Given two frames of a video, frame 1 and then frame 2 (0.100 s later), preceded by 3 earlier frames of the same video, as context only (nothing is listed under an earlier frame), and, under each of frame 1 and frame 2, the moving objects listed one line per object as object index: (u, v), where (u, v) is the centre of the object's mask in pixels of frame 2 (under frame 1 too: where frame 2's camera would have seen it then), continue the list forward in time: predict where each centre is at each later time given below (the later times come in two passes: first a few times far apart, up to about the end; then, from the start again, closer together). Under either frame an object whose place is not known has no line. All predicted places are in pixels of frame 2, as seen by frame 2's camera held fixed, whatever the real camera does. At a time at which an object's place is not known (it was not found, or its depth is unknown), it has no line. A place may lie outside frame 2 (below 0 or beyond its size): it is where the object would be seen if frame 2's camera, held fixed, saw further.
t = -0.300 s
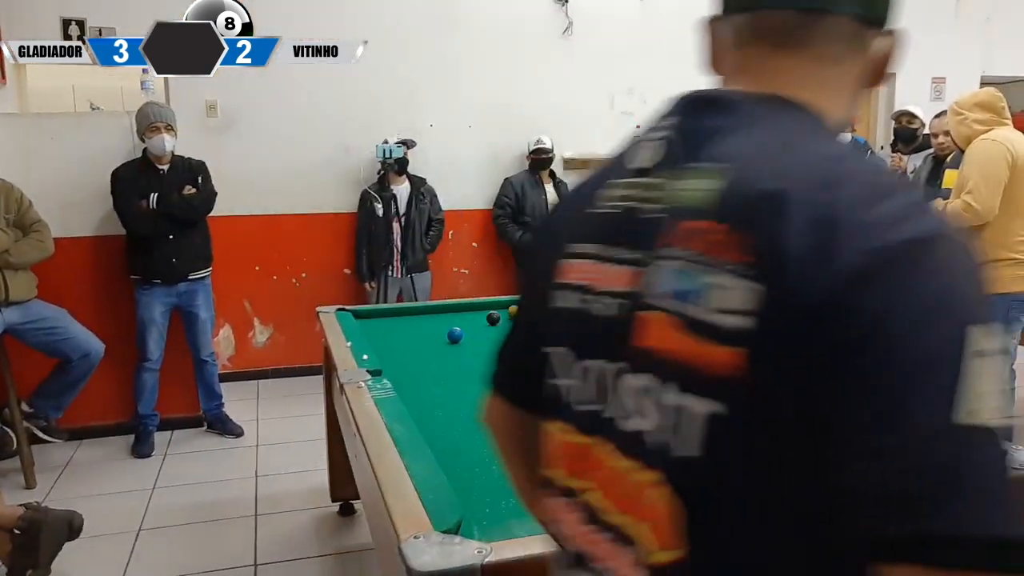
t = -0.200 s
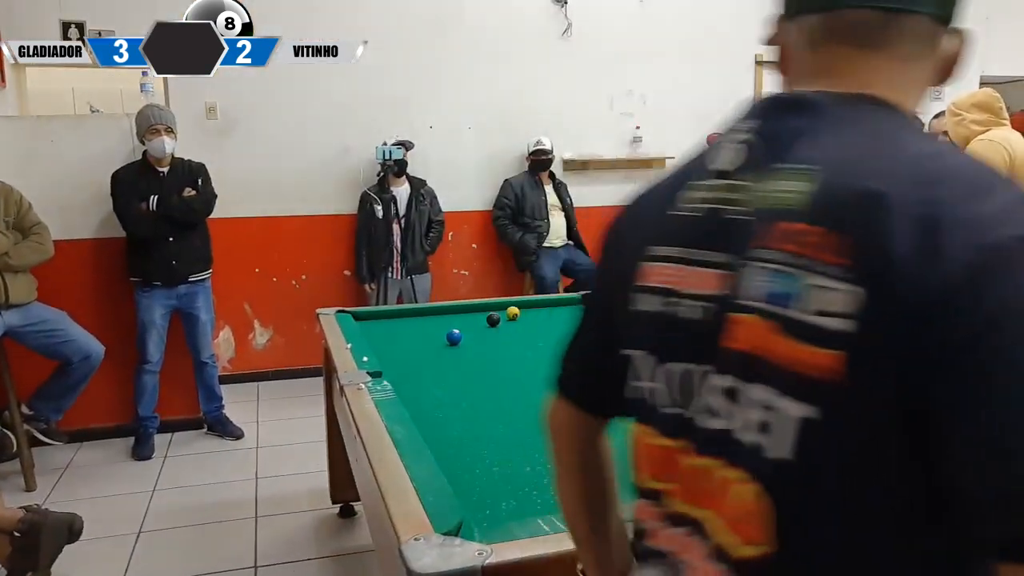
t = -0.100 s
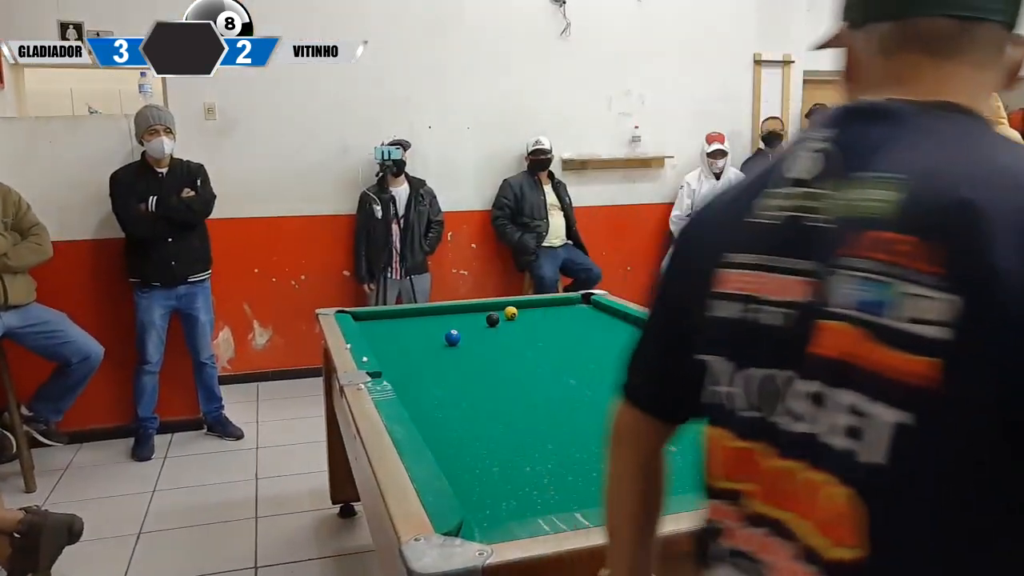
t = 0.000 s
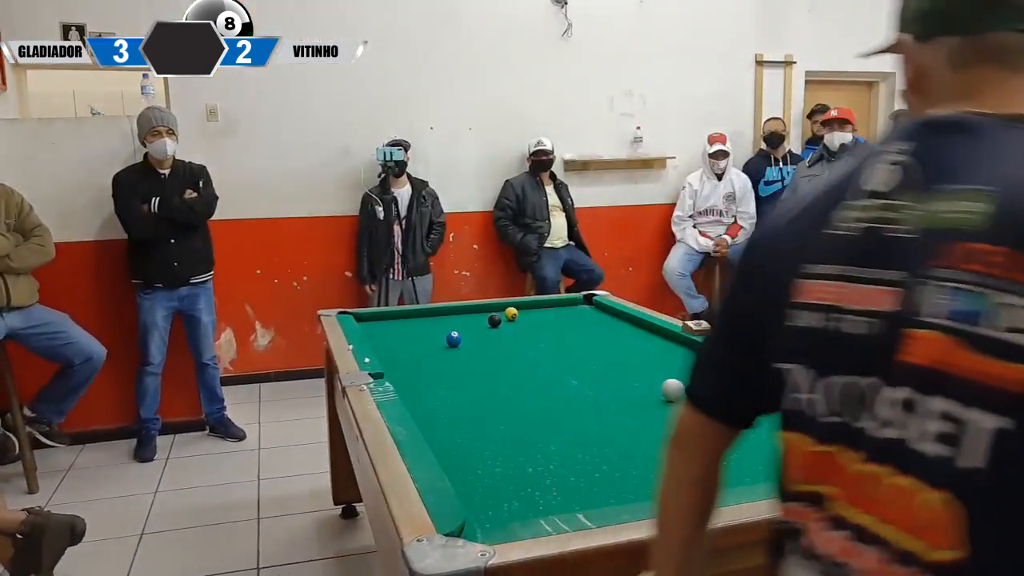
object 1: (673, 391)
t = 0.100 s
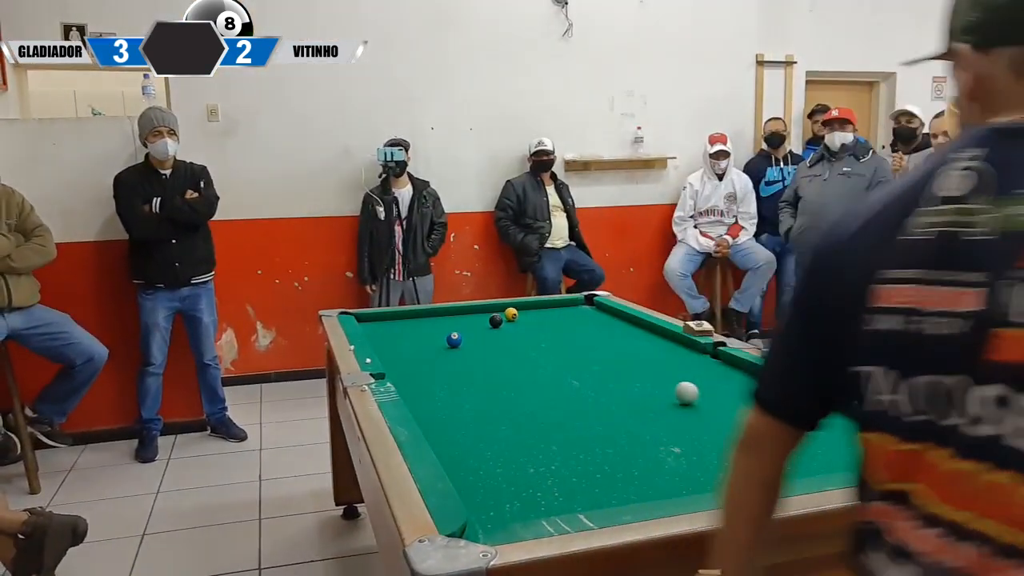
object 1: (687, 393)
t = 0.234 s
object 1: (702, 396)
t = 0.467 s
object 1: (732, 402)
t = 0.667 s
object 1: (754, 406)
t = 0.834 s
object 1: (773, 409)
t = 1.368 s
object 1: (832, 421)
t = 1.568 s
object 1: (854, 426)
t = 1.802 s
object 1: (879, 431)
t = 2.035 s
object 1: (903, 434)
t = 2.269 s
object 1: (915, 438)
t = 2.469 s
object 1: (918, 441)
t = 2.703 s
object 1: (922, 444)
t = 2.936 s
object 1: (926, 445)
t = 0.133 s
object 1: (690, 394)
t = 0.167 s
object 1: (695, 395)
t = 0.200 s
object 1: (698, 396)
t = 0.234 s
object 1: (702, 396)
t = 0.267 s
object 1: (708, 397)
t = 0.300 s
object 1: (712, 398)
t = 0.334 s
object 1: (715, 399)
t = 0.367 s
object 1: (720, 400)
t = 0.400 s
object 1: (724, 401)
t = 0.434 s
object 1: (728, 401)
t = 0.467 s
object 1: (732, 402)
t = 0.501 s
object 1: (736, 403)
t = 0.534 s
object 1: (740, 404)
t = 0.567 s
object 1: (743, 405)
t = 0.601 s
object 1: (747, 405)
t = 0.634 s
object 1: (750, 405)
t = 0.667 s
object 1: (754, 406)
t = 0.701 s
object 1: (758, 406)
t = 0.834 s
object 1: (773, 409)
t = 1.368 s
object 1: (832, 421)
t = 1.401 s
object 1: (836, 421)
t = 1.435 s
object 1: (840, 422)
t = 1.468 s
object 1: (844, 423)
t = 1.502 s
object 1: (847, 424)
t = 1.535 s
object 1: (851, 425)
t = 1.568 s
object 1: (854, 426)
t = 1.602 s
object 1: (858, 427)
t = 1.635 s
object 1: (862, 428)
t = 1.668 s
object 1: (866, 428)
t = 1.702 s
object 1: (869, 429)
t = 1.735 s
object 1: (873, 430)
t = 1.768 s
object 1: (877, 430)
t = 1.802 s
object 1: (879, 431)
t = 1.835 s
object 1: (883, 431)
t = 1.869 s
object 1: (887, 431)
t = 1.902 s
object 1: (890, 432)
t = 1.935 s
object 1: (894, 433)
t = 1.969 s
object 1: (897, 433)
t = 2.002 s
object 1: (900, 433)
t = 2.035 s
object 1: (903, 434)
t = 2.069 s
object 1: (906, 435)
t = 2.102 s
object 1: (909, 435)
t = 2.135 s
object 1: (911, 436)
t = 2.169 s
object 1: (913, 436)
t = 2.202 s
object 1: (914, 437)
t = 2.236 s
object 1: (915, 437)
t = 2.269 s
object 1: (915, 438)
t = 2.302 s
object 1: (916, 439)
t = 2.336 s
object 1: (917, 439)
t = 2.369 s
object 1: (918, 440)
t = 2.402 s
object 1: (917, 440)
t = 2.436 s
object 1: (918, 441)
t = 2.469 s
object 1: (918, 441)
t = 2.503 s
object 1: (919, 442)
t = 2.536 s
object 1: (919, 442)
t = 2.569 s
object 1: (919, 442)
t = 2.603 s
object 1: (921, 442)
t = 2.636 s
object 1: (921, 443)
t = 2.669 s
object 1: (921, 443)
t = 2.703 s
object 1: (922, 444)
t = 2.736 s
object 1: (922, 443)
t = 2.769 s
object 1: (923, 444)
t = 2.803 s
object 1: (924, 444)
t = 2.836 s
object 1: (925, 444)
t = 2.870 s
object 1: (925, 445)
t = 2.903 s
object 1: (925, 444)
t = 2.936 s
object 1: (926, 445)
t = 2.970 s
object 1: (926, 445)
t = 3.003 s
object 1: (926, 445)
